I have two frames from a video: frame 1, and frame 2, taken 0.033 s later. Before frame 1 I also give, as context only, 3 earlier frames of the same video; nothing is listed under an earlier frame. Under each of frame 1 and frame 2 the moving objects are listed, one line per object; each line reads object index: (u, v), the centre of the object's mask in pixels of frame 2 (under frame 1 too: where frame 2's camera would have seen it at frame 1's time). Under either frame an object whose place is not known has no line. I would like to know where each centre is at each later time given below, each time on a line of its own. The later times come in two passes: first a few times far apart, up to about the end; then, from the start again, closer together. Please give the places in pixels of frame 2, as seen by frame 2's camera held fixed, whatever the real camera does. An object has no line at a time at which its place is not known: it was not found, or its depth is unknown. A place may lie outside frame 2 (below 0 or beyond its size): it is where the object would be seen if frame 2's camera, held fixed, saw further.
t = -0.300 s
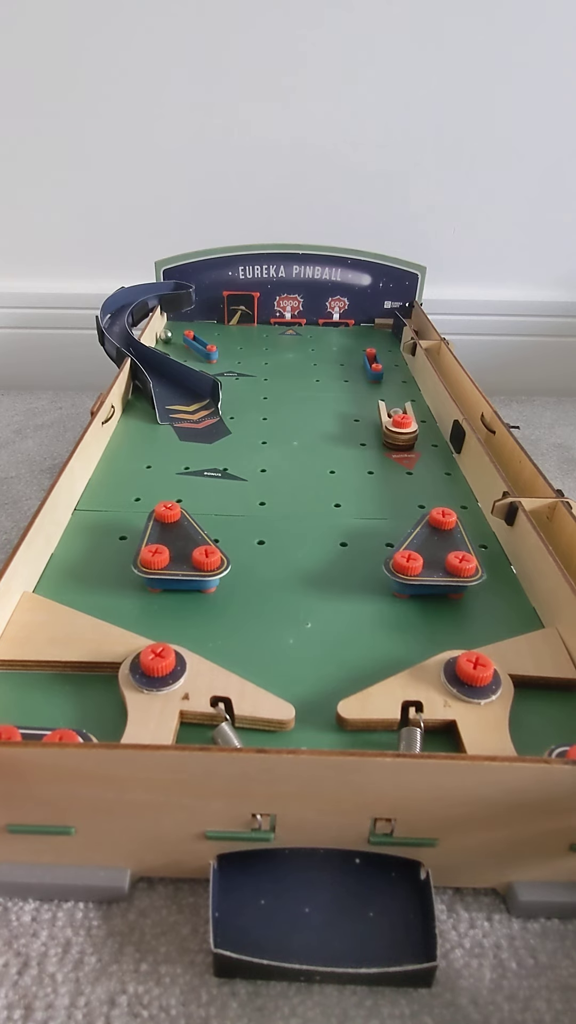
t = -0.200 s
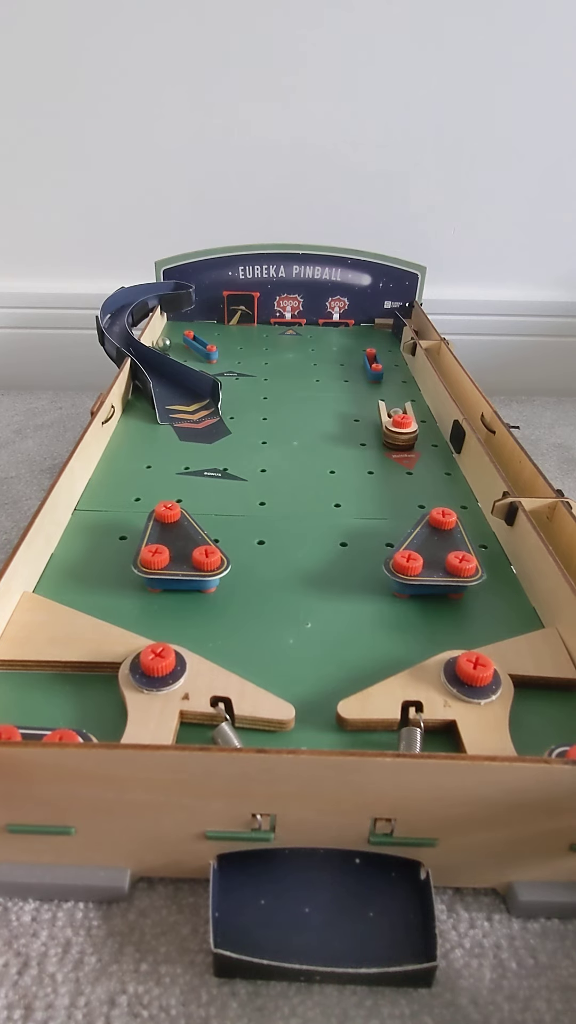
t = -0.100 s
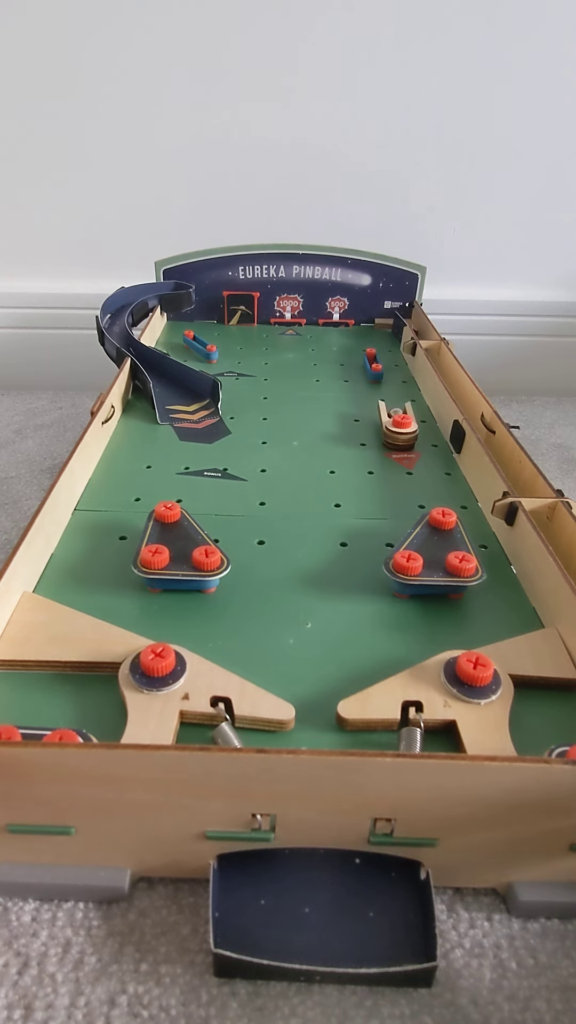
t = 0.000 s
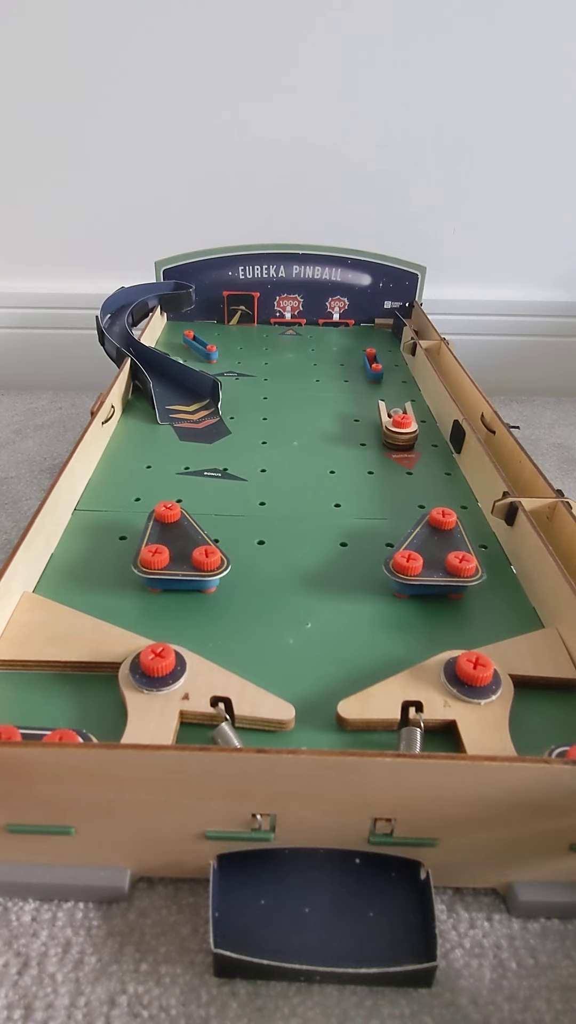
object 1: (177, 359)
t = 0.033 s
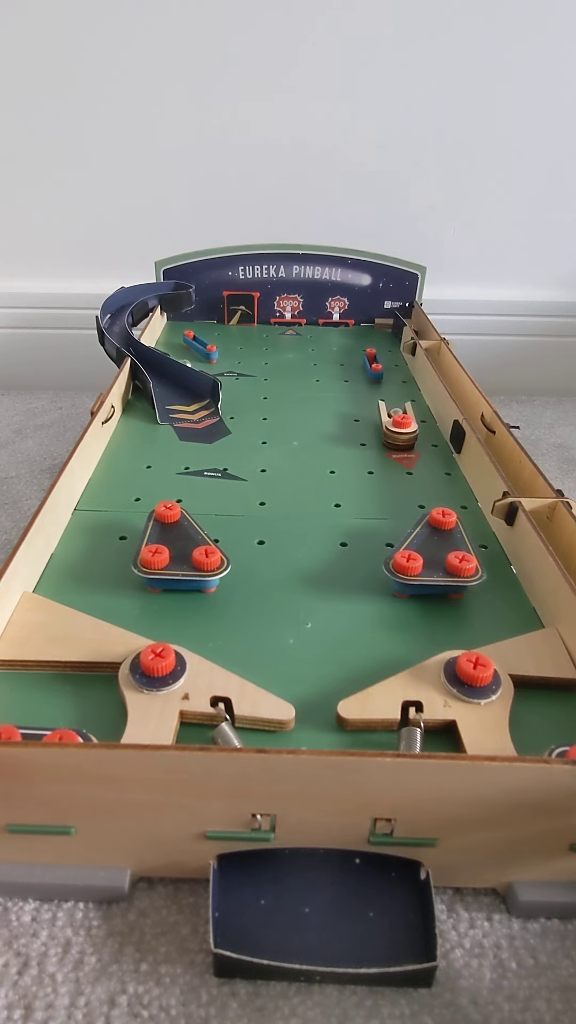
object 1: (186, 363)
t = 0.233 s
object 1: (239, 393)
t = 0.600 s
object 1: (412, 514)
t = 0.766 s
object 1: (344, 489)
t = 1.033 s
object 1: (235, 500)
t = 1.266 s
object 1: (233, 519)
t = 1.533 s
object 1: (320, 572)
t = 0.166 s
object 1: (221, 380)
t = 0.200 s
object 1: (228, 388)
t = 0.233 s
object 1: (239, 393)
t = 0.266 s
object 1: (251, 399)
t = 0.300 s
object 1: (264, 405)
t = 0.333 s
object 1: (277, 412)
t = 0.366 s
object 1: (290, 420)
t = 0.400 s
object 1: (305, 429)
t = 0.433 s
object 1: (320, 439)
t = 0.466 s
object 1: (335, 450)
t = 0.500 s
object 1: (352, 463)
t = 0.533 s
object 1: (371, 479)
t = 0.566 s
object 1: (391, 495)
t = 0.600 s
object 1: (412, 514)
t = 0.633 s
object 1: (411, 510)
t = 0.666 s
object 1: (391, 503)
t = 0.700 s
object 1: (372, 498)
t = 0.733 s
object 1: (358, 493)
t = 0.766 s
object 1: (344, 489)
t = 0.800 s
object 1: (330, 487)
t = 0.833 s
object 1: (317, 485)
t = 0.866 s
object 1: (304, 485)
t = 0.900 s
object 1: (290, 486)
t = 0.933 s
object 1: (277, 488)
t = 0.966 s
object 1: (263, 491)
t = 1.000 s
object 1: (249, 495)
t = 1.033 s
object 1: (235, 500)
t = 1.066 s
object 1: (220, 507)
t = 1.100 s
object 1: (205, 514)
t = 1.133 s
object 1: (195, 517)
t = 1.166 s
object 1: (203, 517)
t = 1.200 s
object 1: (213, 517)
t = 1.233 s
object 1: (223, 518)
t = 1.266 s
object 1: (233, 519)
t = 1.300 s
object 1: (243, 521)
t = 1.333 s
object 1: (253, 524)
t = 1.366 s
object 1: (263, 529)
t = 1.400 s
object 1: (274, 535)
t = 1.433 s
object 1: (285, 542)
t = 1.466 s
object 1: (296, 550)
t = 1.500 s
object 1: (307, 560)
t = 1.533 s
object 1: (320, 572)
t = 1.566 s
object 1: (332, 584)
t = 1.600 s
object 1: (345, 599)
